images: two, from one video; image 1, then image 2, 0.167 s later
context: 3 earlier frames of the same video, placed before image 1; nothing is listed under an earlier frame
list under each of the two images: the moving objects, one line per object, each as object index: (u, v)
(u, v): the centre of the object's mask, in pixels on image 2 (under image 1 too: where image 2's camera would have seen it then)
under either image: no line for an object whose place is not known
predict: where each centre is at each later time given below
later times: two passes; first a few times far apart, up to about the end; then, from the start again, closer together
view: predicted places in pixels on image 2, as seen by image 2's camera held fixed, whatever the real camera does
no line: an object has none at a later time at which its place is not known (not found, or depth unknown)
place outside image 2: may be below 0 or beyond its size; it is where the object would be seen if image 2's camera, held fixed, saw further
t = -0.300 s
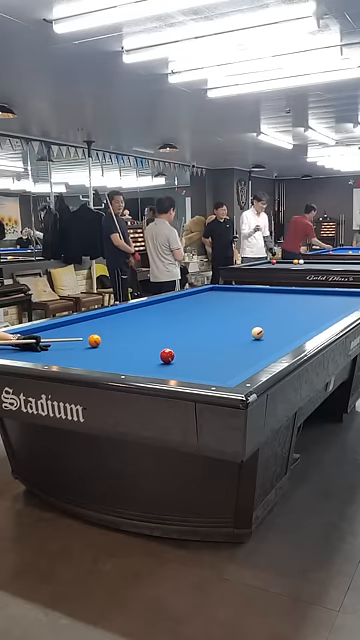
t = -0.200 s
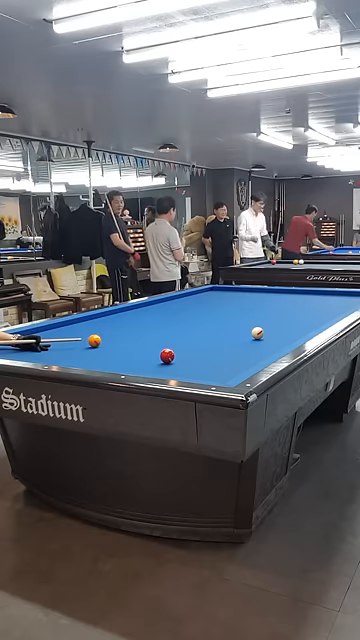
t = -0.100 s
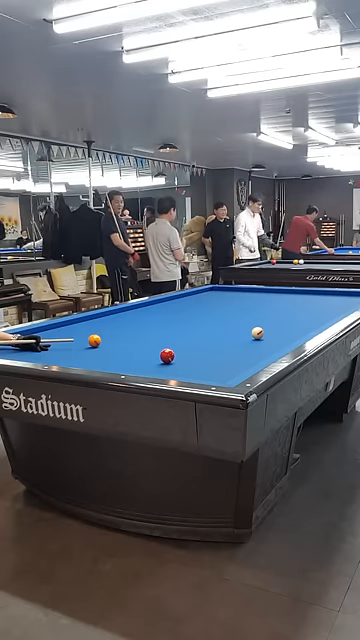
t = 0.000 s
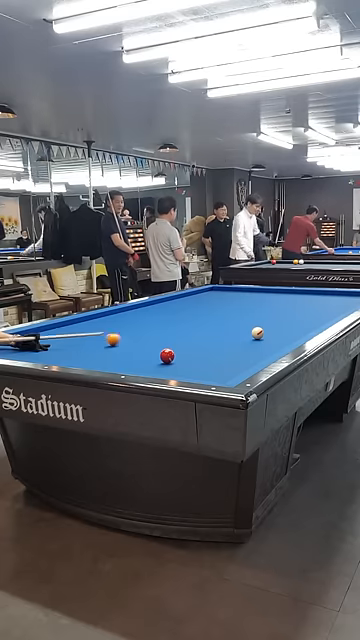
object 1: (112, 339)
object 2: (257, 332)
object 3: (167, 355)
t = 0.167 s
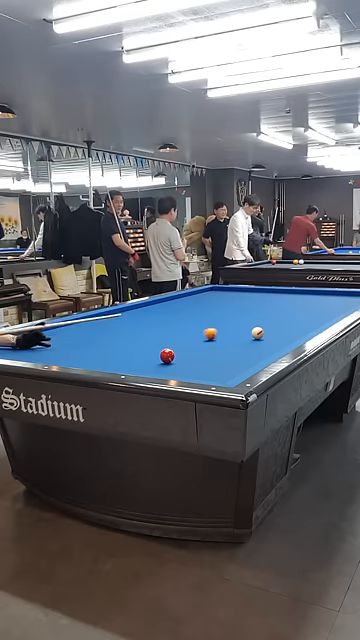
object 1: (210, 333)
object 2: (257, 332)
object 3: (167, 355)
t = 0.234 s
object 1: (246, 331)
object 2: (257, 332)
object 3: (167, 355)
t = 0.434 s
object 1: (293, 321)
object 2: (285, 337)
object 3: (167, 355)
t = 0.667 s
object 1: (340, 310)
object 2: (243, 334)
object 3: (167, 355)
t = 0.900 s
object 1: (336, 302)
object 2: (205, 332)
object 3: (167, 355)
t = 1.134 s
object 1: (336, 294)
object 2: (170, 331)
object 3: (167, 355)
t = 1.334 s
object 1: (323, 293)
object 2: (141, 329)
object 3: (167, 355)
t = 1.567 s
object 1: (291, 296)
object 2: (110, 328)
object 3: (167, 355)
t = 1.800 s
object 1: (260, 298)
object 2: (79, 327)
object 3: (167, 355)
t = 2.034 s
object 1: (228, 300)
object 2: (52, 325)
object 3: (167, 355)
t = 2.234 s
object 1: (201, 302)
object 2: (65, 327)
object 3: (167, 355)
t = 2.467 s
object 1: (167, 305)
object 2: (79, 328)
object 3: (167, 355)
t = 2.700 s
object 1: (133, 308)
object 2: (92, 330)
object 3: (167, 355)
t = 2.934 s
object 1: (119, 311)
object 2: (106, 331)
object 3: (167, 355)
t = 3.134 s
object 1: (115, 316)
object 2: (118, 333)
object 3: (167, 355)
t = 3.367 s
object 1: (109, 321)
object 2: (132, 334)
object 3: (167, 355)
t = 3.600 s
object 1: (103, 328)
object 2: (145, 336)
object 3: (167, 355)
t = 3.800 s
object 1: (97, 333)
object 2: (157, 337)
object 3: (167, 355)
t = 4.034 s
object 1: (89, 341)
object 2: (171, 339)
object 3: (167, 355)
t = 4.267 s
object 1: (80, 349)
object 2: (185, 341)
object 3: (167, 355)
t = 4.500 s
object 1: (71, 358)
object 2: (199, 342)
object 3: (167, 355)
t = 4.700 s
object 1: (79, 360)
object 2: (211, 344)
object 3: (167, 355)
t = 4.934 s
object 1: (112, 359)
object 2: (225, 345)
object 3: (167, 355)
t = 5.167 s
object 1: (143, 357)
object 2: (238, 347)
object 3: (167, 355)
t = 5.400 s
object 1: (156, 355)
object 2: (252, 348)
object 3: (183, 355)
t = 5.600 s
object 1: (162, 353)
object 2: (263, 349)
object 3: (199, 355)
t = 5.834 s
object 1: (168, 351)
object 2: (271, 349)
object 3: (217, 354)
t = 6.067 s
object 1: (173, 350)
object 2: (263, 350)
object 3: (234, 354)
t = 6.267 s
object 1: (177, 349)
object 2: (258, 349)
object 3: (249, 354)
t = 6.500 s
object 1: (182, 347)
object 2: (250, 349)
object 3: (264, 352)
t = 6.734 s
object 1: (186, 347)
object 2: (243, 349)
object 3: (265, 351)
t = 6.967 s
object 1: (189, 345)
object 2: (238, 348)
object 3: (260, 351)
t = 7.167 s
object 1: (192, 345)
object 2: (233, 348)
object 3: (256, 349)
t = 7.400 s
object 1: (194, 344)
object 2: (228, 348)
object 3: (252, 348)
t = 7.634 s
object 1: (197, 343)
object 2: (224, 347)
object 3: (247, 347)
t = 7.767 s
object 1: (198, 343)
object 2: (222, 347)
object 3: (245, 346)
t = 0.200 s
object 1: (228, 332)
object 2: (257, 332)
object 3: (167, 355)
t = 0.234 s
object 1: (246, 331)
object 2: (257, 332)
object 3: (167, 355)
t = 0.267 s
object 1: (254, 329)
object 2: (267, 333)
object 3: (167, 355)
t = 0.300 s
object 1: (262, 327)
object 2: (276, 335)
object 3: (167, 355)
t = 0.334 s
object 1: (270, 326)
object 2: (286, 336)
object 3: (167, 355)
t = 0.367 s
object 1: (277, 324)
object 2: (295, 336)
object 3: (167, 355)
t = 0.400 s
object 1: (285, 322)
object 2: (293, 336)
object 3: (167, 355)
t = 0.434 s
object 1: (293, 321)
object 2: (285, 337)
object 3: (167, 355)
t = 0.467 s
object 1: (301, 319)
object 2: (278, 336)
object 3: (167, 355)
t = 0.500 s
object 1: (310, 318)
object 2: (271, 336)
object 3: (167, 355)
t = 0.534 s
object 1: (317, 316)
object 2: (265, 335)
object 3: (167, 355)
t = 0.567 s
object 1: (325, 315)
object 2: (260, 335)
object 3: (167, 355)
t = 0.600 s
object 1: (333, 313)
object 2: (253, 335)
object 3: (167, 355)
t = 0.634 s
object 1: (340, 311)
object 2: (248, 335)
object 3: (167, 355)
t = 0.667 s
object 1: (340, 310)
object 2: (243, 334)
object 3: (167, 355)
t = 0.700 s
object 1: (339, 309)
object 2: (237, 334)
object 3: (167, 355)
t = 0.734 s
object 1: (338, 308)
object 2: (231, 334)
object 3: (167, 355)
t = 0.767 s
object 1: (337, 307)
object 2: (226, 333)
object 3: (167, 355)
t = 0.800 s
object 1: (337, 305)
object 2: (221, 333)
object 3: (167, 355)
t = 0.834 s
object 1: (336, 304)
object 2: (215, 333)
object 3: (167, 355)
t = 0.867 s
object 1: (336, 303)
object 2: (210, 333)
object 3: (167, 355)
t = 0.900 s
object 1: (336, 302)
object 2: (205, 332)
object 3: (167, 355)
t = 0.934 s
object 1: (336, 300)
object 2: (200, 332)
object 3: (167, 355)
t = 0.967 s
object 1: (336, 300)
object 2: (195, 332)
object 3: (167, 355)
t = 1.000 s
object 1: (336, 299)
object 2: (189, 332)
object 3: (167, 355)
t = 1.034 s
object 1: (336, 298)
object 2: (185, 331)
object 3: (167, 355)
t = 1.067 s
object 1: (336, 296)
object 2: (179, 331)
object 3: (167, 355)
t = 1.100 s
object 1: (336, 296)
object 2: (175, 331)
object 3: (167, 355)
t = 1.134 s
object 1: (336, 294)
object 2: (170, 331)
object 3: (167, 355)
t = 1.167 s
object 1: (336, 294)
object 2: (165, 330)
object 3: (167, 355)
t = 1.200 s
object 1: (336, 293)
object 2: (160, 330)
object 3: (167, 355)
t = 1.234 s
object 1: (335, 292)
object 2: (155, 330)
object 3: (167, 355)
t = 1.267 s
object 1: (334, 292)
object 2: (151, 330)
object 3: (167, 355)
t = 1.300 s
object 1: (329, 292)
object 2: (146, 330)
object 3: (167, 355)
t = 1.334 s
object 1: (323, 293)
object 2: (141, 329)
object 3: (167, 355)
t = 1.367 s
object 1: (319, 293)
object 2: (136, 329)
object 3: (167, 355)
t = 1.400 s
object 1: (314, 294)
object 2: (132, 329)
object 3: (167, 355)
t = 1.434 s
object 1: (309, 294)
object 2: (127, 329)
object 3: (167, 355)
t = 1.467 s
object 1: (305, 294)
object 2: (123, 328)
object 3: (167, 355)
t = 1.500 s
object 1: (300, 295)
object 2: (118, 328)
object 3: (167, 355)
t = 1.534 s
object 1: (295, 295)
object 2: (114, 328)
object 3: (167, 355)
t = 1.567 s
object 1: (291, 296)
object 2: (110, 328)
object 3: (167, 355)
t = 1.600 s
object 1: (286, 296)
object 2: (105, 327)
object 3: (167, 355)
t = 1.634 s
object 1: (282, 296)
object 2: (101, 327)
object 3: (167, 355)
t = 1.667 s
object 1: (278, 297)
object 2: (96, 327)
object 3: (167, 355)
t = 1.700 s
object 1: (273, 297)
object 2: (92, 327)
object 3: (167, 355)
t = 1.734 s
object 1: (269, 297)
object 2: (88, 327)
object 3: (167, 355)
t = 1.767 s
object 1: (264, 297)
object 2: (84, 327)
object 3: (167, 355)
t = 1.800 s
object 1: (260, 298)
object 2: (79, 327)
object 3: (167, 355)
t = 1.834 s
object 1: (256, 298)
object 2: (75, 326)
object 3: (167, 355)
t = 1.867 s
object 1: (251, 299)
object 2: (71, 326)
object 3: (167, 355)
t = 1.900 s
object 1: (247, 299)
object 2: (67, 326)
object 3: (167, 355)
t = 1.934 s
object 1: (242, 300)
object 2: (63, 326)
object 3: (167, 355)
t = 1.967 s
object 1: (238, 300)
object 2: (59, 325)
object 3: (167, 355)
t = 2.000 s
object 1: (233, 300)
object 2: (55, 325)
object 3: (167, 355)
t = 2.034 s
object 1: (228, 300)
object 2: (52, 325)
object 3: (167, 355)
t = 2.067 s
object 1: (224, 301)
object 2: (54, 325)
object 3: (167, 355)
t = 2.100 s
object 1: (219, 301)
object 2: (57, 326)
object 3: (167, 355)
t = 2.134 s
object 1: (215, 301)
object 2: (59, 326)
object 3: (167, 355)
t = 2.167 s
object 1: (210, 302)
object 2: (62, 326)
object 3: (167, 355)
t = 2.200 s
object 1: (205, 302)
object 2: (63, 326)
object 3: (167, 355)
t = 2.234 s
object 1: (201, 302)
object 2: (65, 327)
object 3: (167, 355)
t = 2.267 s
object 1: (196, 303)
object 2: (67, 327)
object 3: (167, 355)
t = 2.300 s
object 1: (191, 303)
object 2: (69, 327)
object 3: (167, 355)
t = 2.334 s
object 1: (187, 304)
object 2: (71, 327)
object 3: (167, 355)
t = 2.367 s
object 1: (182, 304)
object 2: (73, 328)
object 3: (167, 355)
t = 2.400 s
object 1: (177, 304)
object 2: (75, 328)
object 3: (167, 355)
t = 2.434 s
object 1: (172, 305)
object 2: (77, 328)
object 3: (167, 355)
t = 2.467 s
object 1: (167, 305)
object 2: (79, 328)
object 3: (167, 355)
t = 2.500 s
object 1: (163, 306)
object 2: (81, 328)
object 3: (167, 355)
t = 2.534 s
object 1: (158, 306)
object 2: (83, 329)
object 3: (167, 355)
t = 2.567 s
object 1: (153, 306)
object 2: (85, 329)
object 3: (167, 355)
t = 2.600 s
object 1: (148, 307)
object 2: (87, 329)
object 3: (167, 355)
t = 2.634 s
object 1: (143, 307)
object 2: (88, 329)
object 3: (167, 355)
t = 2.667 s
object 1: (138, 307)
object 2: (91, 330)
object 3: (167, 355)
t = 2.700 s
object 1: (133, 308)
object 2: (92, 330)
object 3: (167, 355)
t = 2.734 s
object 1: (128, 308)
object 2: (94, 330)
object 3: (167, 355)
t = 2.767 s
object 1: (123, 309)
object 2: (96, 330)
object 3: (167, 355)
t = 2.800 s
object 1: (121, 309)
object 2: (98, 331)
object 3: (167, 355)
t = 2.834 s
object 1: (121, 310)
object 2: (100, 331)
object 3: (167, 355)
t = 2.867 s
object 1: (121, 310)
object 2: (102, 331)
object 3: (167, 355)
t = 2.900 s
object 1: (120, 311)
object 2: (104, 331)
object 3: (167, 355)
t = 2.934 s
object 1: (119, 311)
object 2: (106, 331)
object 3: (167, 355)
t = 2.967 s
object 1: (119, 312)
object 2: (108, 331)
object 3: (167, 355)
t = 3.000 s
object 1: (118, 313)
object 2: (110, 332)
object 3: (167, 355)
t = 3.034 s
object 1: (117, 314)
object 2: (112, 332)
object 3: (167, 355)
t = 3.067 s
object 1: (116, 315)
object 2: (114, 332)
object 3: (167, 355)
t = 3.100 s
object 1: (116, 315)
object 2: (116, 332)
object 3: (167, 355)
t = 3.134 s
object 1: (115, 316)
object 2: (118, 333)
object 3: (167, 355)
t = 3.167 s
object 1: (114, 317)
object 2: (120, 333)
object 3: (167, 355)
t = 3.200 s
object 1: (113, 318)
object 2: (122, 333)
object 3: (167, 355)
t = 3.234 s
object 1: (112, 319)
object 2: (124, 333)
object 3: (167, 355)
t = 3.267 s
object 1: (112, 319)
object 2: (126, 334)
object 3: (167, 355)
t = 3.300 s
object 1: (111, 320)
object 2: (128, 334)
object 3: (167, 355)
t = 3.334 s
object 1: (110, 321)
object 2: (130, 334)
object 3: (167, 355)
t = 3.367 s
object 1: (109, 321)
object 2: (132, 334)
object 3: (167, 355)
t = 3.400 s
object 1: (108, 322)
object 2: (133, 334)
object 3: (167, 355)
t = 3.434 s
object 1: (107, 323)
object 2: (135, 335)
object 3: (167, 355)
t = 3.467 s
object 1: (107, 324)
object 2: (137, 335)
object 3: (167, 355)
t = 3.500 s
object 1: (105, 325)
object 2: (139, 335)
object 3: (167, 355)
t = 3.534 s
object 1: (105, 326)
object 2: (141, 335)
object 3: (167, 355)
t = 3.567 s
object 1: (104, 327)
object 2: (143, 336)
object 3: (167, 355)
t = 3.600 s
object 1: (103, 328)
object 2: (145, 336)
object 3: (167, 355)
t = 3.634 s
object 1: (102, 329)
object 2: (147, 336)
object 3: (167, 355)
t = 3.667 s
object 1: (101, 330)
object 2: (149, 336)
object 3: (167, 355)
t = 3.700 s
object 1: (100, 330)
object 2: (151, 336)
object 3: (167, 355)
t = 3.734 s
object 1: (99, 331)
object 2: (153, 337)
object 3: (167, 355)
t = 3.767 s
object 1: (98, 332)
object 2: (155, 337)
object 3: (167, 355)
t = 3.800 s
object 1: (97, 333)
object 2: (157, 337)
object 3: (167, 355)
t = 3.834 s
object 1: (96, 334)
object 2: (160, 337)
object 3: (167, 355)
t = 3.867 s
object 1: (95, 336)
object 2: (161, 337)
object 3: (167, 355)
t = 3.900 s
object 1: (94, 336)
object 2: (163, 338)
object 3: (167, 355)
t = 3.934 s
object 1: (93, 337)
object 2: (165, 338)
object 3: (167, 355)
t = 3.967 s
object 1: (92, 339)
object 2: (167, 338)
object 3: (167, 355)
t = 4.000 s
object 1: (90, 340)
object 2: (169, 338)
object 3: (167, 355)
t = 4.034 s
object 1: (89, 341)
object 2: (171, 339)
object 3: (167, 355)
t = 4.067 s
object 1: (88, 342)
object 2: (173, 339)
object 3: (167, 355)
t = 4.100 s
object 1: (87, 343)
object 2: (175, 339)
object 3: (167, 355)
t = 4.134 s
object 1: (86, 344)
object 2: (177, 340)
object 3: (167, 355)
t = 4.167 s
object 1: (84, 345)
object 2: (179, 340)
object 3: (167, 355)
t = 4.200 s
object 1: (83, 346)
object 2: (181, 340)
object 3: (167, 355)
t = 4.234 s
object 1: (82, 348)
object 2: (183, 340)
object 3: (167, 355)
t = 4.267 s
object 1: (80, 349)
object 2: (185, 341)
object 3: (167, 355)
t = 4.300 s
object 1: (79, 350)
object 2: (187, 341)
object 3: (167, 355)
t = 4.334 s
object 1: (78, 352)
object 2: (189, 341)
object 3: (167, 355)
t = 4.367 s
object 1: (76, 353)
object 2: (191, 341)
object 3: (167, 355)
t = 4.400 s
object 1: (75, 354)
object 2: (193, 341)
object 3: (167, 355)
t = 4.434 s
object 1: (74, 356)
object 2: (195, 342)
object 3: (167, 355)
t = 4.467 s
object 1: (72, 357)
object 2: (197, 342)
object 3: (167, 355)
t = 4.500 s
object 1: (71, 358)
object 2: (199, 342)
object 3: (167, 355)
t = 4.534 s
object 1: (69, 359)
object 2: (201, 342)
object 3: (167, 355)
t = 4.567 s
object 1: (68, 359)
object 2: (203, 343)
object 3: (167, 355)
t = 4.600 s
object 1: (67, 360)
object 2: (205, 343)
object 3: (167, 355)
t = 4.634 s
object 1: (68, 361)
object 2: (207, 343)
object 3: (167, 355)
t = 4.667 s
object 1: (74, 360)
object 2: (209, 343)
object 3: (167, 355)
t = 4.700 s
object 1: (79, 360)
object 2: (211, 344)
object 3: (167, 355)
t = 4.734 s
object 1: (84, 360)
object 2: (213, 344)
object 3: (167, 355)
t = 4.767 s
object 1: (89, 360)
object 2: (215, 344)
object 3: (167, 355)
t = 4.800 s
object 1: (94, 360)
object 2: (216, 344)
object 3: (167, 355)
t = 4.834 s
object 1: (98, 360)
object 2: (218, 344)
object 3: (167, 355)
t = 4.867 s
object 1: (103, 360)
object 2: (220, 345)
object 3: (167, 355)
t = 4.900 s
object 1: (108, 360)
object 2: (222, 345)
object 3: (167, 355)
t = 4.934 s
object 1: (112, 359)
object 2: (225, 345)
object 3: (167, 355)
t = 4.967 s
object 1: (117, 359)
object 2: (227, 345)
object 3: (167, 355)
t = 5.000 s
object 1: (121, 359)
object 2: (228, 345)
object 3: (167, 355)
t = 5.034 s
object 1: (126, 358)
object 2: (230, 346)
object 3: (167, 355)
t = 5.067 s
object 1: (130, 358)
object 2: (233, 346)
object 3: (167, 355)
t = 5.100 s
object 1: (135, 357)
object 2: (234, 346)
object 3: (167, 355)
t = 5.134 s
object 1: (139, 357)
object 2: (237, 346)
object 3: (167, 355)
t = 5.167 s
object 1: (143, 357)
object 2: (238, 347)
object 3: (167, 355)
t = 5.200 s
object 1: (148, 356)
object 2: (240, 347)
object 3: (167, 355)
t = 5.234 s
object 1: (152, 356)
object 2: (242, 347)
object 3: (167, 355)
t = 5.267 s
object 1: (152, 356)
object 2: (244, 347)
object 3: (171, 355)
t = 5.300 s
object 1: (153, 355)
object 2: (246, 348)
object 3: (174, 355)
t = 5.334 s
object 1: (154, 355)
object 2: (248, 348)
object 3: (177, 355)
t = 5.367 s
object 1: (155, 355)
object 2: (250, 348)
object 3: (180, 355)
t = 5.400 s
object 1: (156, 355)
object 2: (252, 348)
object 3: (183, 355)
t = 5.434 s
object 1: (157, 354)
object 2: (254, 348)
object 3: (185, 355)
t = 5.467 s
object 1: (158, 354)
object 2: (256, 349)
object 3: (188, 355)
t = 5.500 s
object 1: (159, 354)
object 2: (258, 349)
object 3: (191, 355)
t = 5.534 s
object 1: (160, 354)
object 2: (260, 349)
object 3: (193, 355)
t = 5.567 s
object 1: (161, 353)
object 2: (262, 349)
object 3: (196, 355)
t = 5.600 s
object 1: (162, 353)
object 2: (263, 349)
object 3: (199, 355)
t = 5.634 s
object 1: (163, 353)
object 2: (265, 349)
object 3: (201, 355)
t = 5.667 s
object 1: (164, 353)
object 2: (267, 350)
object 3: (204, 354)
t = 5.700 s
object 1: (165, 352)
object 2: (269, 350)
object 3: (207, 354)
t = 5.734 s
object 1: (165, 352)
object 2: (270, 349)
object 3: (209, 354)
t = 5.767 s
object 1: (166, 352)
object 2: (272, 349)
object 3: (212, 354)
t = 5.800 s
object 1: (167, 352)
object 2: (272, 349)
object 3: (214, 354)
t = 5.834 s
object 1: (168, 351)
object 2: (271, 349)
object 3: (217, 354)
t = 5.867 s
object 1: (169, 351)
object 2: (269, 349)
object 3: (219, 354)
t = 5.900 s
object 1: (169, 351)
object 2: (268, 350)
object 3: (222, 354)
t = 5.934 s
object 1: (170, 351)
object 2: (267, 350)
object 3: (224, 354)
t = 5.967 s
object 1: (171, 351)
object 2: (266, 350)
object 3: (227, 354)
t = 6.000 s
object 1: (172, 351)
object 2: (265, 350)
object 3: (229, 354)
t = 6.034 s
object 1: (173, 350)
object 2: (264, 350)
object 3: (232, 354)
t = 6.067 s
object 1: (173, 350)
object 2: (263, 350)
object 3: (234, 354)
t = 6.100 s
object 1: (174, 350)
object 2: (262, 350)
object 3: (237, 354)
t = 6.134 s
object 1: (175, 350)
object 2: (261, 350)
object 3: (239, 354)
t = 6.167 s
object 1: (175, 349)
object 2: (260, 350)
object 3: (241, 354)
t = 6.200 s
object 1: (176, 349)
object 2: (259, 350)
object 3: (244, 354)
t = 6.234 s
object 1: (177, 349)
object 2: (258, 350)
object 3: (246, 354)
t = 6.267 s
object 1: (177, 349)
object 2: (258, 349)
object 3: (249, 354)
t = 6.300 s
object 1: (178, 349)
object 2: (257, 348)
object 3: (251, 354)
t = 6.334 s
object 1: (179, 349)
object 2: (257, 346)
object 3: (253, 353)
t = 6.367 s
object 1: (179, 349)
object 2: (252, 346)
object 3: (255, 353)
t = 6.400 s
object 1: (180, 348)
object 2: (250, 348)
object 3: (258, 353)
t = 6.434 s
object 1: (181, 348)
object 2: (251, 349)
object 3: (261, 353)
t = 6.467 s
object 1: (181, 348)
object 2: (250, 349)
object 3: (262, 353)
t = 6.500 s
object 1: (182, 347)
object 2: (250, 349)
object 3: (264, 352)
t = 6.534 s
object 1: (182, 347)
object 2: (249, 349)
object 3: (266, 352)
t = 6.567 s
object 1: (183, 347)
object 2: (248, 349)
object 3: (268, 351)
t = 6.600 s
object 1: (184, 347)
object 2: (247, 349)
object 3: (268, 351)
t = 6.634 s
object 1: (184, 347)
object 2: (246, 349)
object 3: (267, 351)
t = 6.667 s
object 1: (185, 347)
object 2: (245, 349)
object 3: (267, 351)
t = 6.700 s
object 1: (185, 347)
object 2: (244, 349)
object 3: (266, 352)
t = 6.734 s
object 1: (186, 347)
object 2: (243, 349)
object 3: (265, 351)
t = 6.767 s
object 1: (187, 346)
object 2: (243, 349)
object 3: (264, 352)
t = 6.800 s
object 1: (187, 346)
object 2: (242, 349)
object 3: (264, 352)
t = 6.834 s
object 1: (187, 346)
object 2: (241, 349)
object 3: (263, 351)
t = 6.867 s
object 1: (188, 346)
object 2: (240, 349)
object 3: (262, 351)
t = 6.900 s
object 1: (188, 346)
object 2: (239, 349)
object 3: (262, 351)
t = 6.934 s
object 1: (189, 346)
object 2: (238, 348)
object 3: (261, 351)
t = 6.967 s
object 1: (189, 345)
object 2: (238, 348)
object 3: (260, 351)
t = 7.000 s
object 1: (190, 345)
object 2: (237, 348)
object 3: (260, 351)
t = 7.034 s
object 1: (190, 345)
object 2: (236, 348)
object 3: (259, 350)
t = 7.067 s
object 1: (191, 345)
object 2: (235, 348)
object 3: (258, 350)
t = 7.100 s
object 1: (191, 345)
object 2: (234, 348)
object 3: (257, 350)
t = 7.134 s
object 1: (191, 345)
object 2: (234, 348)
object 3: (257, 350)
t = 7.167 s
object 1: (192, 345)
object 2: (233, 348)
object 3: (256, 349)
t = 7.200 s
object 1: (192, 345)
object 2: (232, 348)
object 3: (256, 349)
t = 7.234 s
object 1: (193, 344)
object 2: (232, 348)
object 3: (255, 349)
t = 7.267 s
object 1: (193, 344)
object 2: (231, 348)
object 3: (254, 349)
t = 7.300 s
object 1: (193, 344)
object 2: (230, 348)
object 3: (253, 349)
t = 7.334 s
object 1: (194, 344)
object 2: (230, 348)
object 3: (253, 349)
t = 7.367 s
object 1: (194, 344)
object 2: (229, 348)
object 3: (252, 349)
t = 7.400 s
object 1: (194, 344)
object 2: (228, 348)
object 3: (252, 348)
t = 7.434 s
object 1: (195, 344)
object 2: (228, 348)
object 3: (251, 348)
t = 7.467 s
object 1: (195, 344)
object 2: (227, 347)
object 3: (250, 348)
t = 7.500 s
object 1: (195, 344)
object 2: (227, 347)
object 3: (250, 348)
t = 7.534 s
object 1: (196, 343)
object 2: (226, 347)
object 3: (249, 348)
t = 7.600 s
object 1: (196, 343)
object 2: (225, 347)
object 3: (248, 347)
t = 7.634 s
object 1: (197, 343)
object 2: (224, 347)
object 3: (247, 347)
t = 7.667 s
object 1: (197, 343)
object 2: (224, 347)
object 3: (247, 347)
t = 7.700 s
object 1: (197, 343)
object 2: (223, 347)
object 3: (246, 347)
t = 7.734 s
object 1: (198, 343)
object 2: (223, 347)
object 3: (246, 347)
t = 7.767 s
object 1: (198, 343)
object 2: (222, 347)
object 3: (245, 346)
